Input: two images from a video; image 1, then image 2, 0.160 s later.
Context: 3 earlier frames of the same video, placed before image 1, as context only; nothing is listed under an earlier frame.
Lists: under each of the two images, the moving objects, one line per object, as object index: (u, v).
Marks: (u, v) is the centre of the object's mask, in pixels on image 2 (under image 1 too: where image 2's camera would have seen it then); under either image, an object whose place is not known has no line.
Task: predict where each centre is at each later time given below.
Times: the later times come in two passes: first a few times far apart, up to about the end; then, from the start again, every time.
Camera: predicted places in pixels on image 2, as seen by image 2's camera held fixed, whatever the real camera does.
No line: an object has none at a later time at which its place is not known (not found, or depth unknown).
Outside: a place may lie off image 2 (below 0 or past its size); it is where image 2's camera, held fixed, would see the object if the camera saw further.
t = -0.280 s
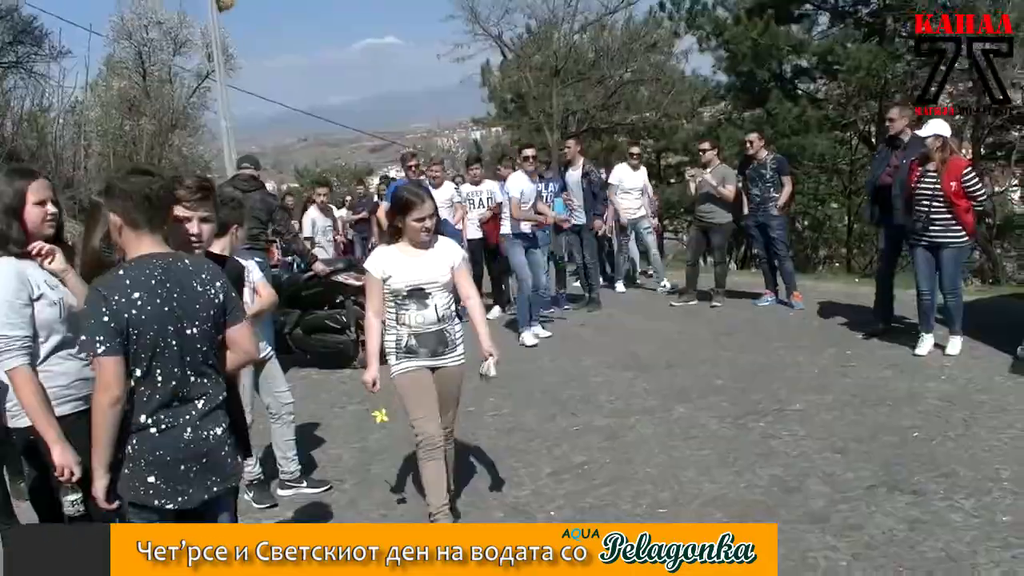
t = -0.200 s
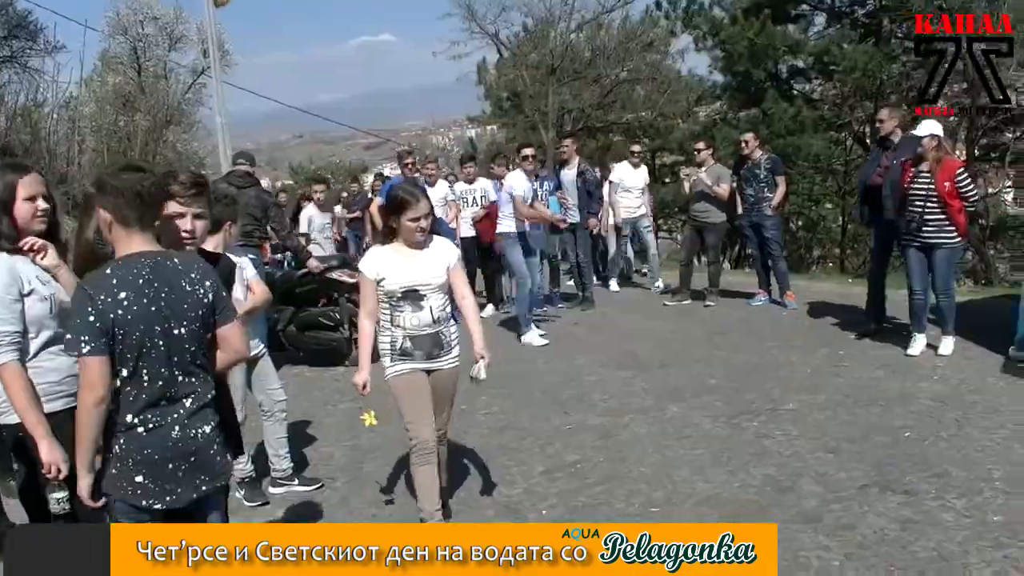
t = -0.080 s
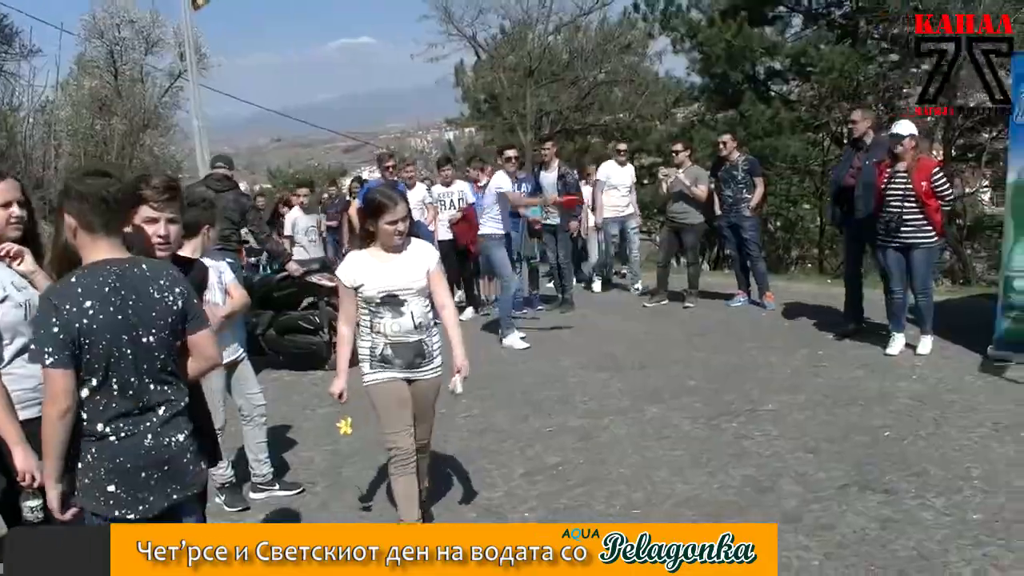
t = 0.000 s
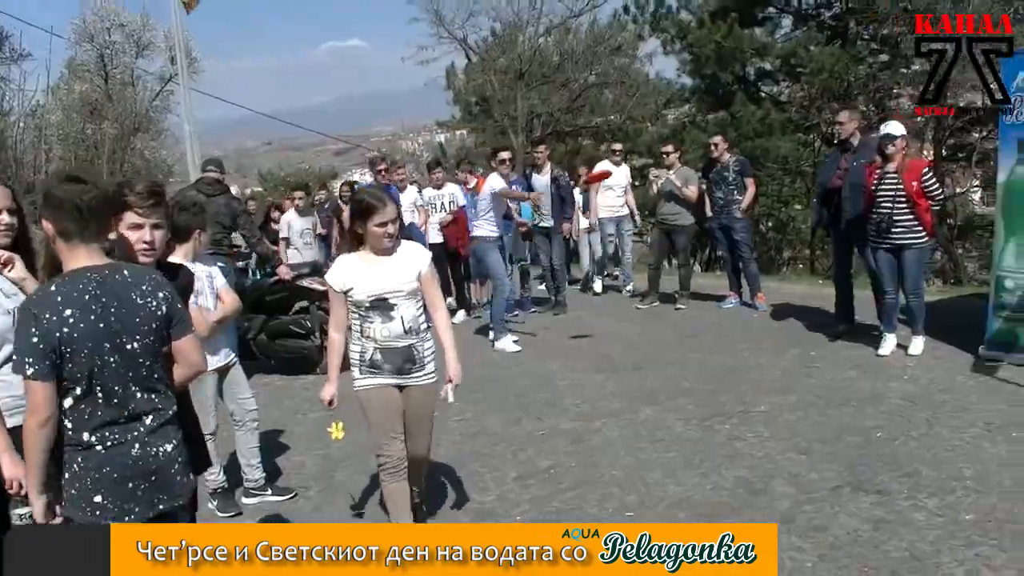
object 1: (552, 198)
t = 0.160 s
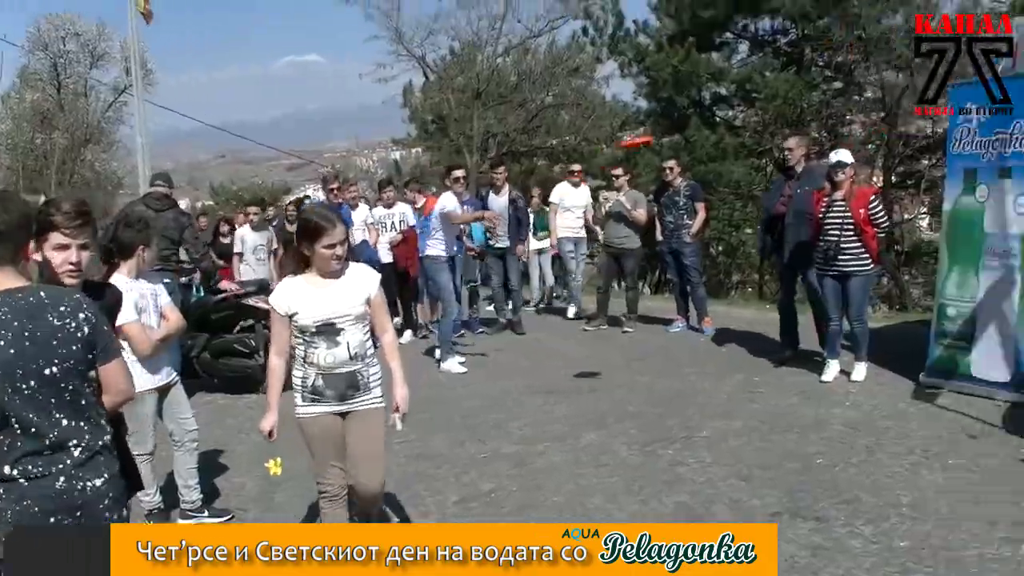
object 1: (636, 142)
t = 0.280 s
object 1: (704, 100)
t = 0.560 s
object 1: (915, 4)
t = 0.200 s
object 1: (659, 128)
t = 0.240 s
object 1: (683, 112)
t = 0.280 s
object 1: (704, 100)
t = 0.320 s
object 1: (729, 82)
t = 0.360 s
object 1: (757, 66)
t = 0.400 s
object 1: (786, 54)
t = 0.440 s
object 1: (815, 40)
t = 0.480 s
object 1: (846, 27)
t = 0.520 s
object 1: (880, 14)
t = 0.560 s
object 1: (915, 4)
